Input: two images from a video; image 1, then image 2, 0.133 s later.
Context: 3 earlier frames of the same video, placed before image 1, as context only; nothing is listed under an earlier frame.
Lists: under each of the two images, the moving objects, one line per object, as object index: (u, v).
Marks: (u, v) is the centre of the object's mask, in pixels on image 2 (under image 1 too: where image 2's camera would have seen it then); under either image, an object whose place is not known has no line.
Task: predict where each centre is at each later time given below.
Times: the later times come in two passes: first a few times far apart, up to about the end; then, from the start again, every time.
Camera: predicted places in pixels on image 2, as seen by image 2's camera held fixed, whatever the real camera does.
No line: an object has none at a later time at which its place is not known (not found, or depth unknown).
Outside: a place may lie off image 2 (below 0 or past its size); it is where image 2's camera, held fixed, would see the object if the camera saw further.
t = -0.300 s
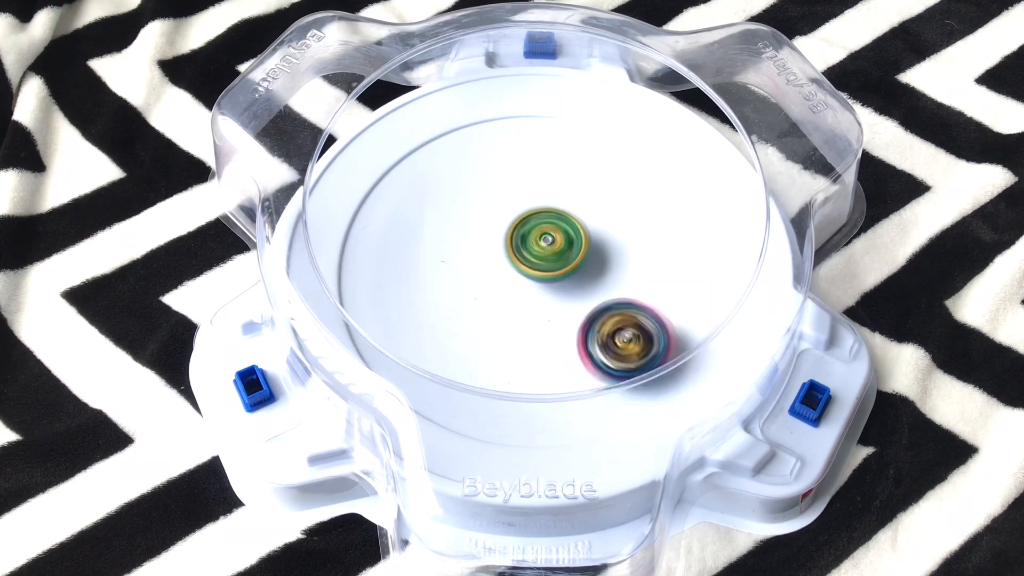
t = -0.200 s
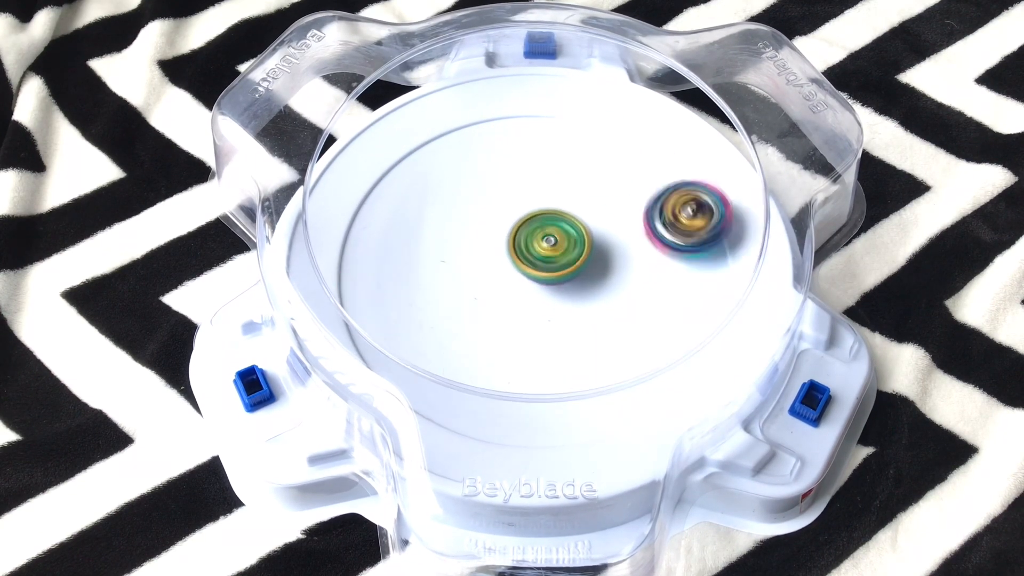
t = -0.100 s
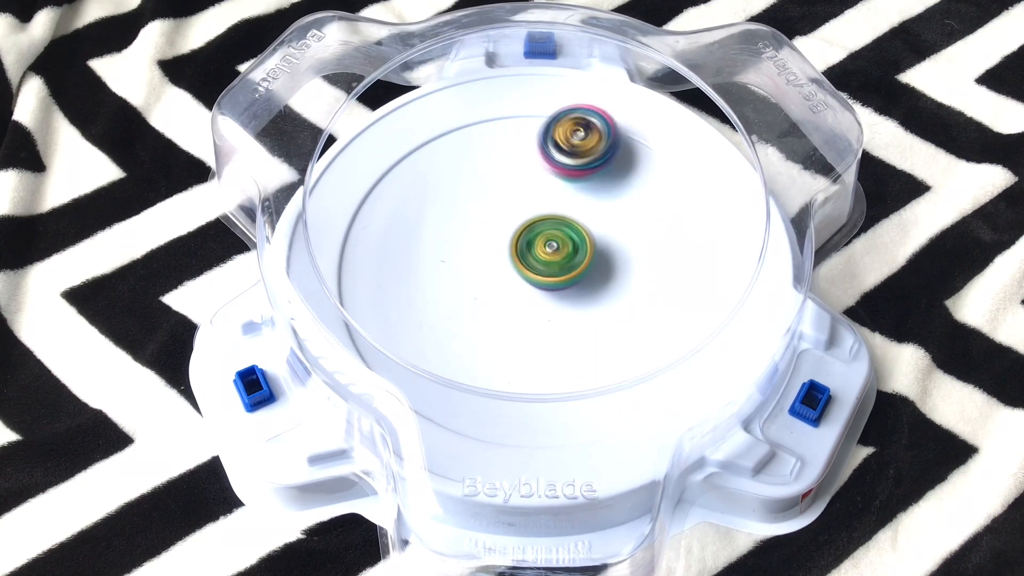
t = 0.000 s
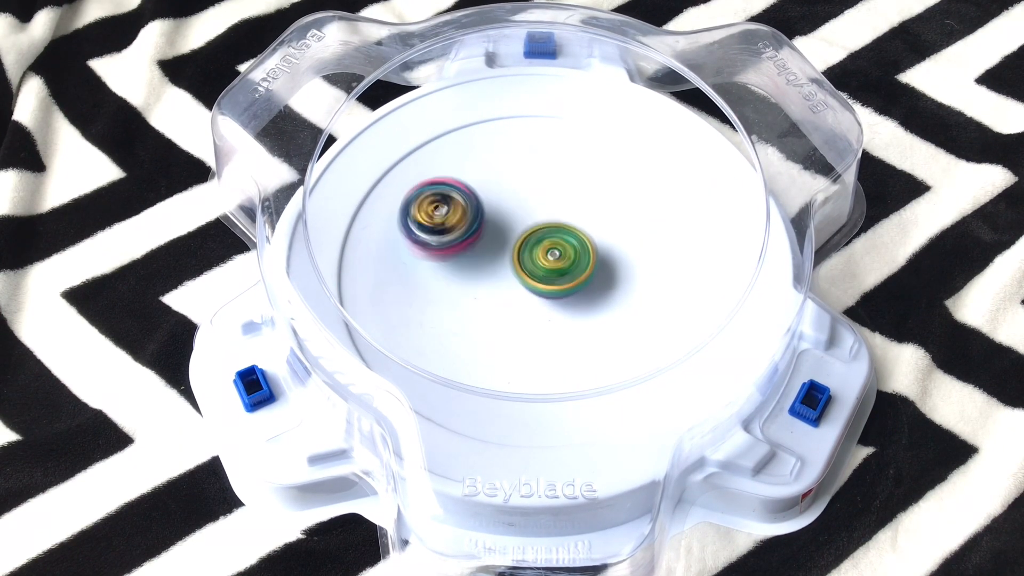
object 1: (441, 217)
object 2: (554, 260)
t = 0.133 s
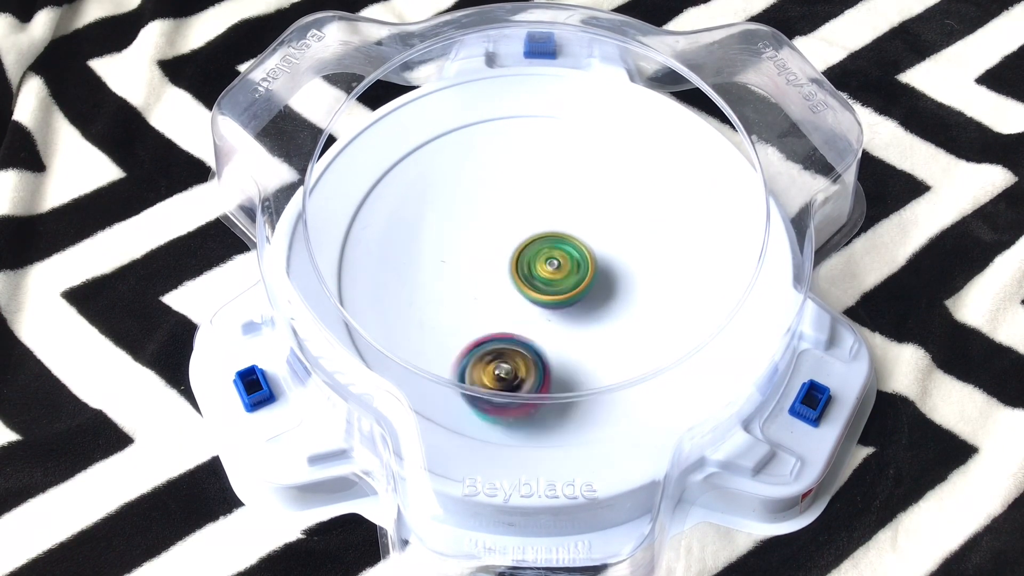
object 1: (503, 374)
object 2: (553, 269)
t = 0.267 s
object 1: (657, 291)
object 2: (547, 275)
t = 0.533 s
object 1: (400, 259)
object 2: (522, 277)
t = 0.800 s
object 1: (627, 219)
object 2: (532, 255)
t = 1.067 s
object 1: (471, 314)
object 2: (550, 243)
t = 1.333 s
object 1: (608, 191)
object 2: (523, 256)
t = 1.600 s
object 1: (514, 239)
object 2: (434, 349)
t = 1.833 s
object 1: (651, 274)
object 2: (502, 266)
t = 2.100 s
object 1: (537, 305)
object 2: (558, 197)
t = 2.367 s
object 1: (457, 285)
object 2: (617, 256)
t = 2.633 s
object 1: (503, 221)
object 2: (553, 307)
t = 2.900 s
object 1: (576, 250)
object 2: (470, 292)
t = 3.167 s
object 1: (567, 274)
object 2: (465, 249)
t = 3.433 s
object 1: (582, 266)
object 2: (504, 231)
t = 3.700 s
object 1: (638, 293)
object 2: (539, 235)
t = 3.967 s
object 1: (605, 299)
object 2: (540, 260)
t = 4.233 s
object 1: (579, 316)
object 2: (509, 247)
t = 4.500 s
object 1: (594, 300)
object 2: (514, 230)
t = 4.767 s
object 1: (591, 300)
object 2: (533, 244)
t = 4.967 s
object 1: (586, 303)
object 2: (532, 253)
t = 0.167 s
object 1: (556, 381)
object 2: (552, 271)
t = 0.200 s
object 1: (606, 366)
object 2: (551, 273)
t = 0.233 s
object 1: (643, 334)
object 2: (549, 274)
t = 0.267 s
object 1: (657, 291)
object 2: (547, 275)
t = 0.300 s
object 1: (647, 248)
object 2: (545, 276)
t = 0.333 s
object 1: (618, 212)
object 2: (541, 276)
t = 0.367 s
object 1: (576, 185)
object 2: (539, 277)
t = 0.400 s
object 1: (529, 172)
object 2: (534, 277)
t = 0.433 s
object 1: (482, 174)
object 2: (531, 277)
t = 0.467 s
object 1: (440, 190)
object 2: (528, 277)
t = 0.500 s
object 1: (410, 220)
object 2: (525, 277)
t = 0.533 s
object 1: (400, 259)
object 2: (522, 277)
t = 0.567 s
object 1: (416, 300)
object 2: (519, 277)
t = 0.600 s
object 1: (452, 332)
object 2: (521, 276)
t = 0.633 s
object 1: (499, 349)
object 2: (524, 272)
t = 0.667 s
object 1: (550, 348)
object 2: (526, 268)
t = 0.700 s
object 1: (596, 326)
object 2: (526, 264)
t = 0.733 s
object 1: (626, 294)
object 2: (528, 261)
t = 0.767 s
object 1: (636, 255)
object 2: (529, 257)
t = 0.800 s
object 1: (627, 219)
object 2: (532, 255)
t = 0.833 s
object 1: (604, 187)
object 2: (535, 252)
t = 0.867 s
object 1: (569, 166)
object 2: (540, 251)
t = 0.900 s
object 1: (529, 161)
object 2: (542, 249)
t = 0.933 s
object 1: (488, 175)
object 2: (546, 248)
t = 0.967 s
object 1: (457, 203)
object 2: (548, 246)
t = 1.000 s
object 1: (442, 240)
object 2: (549, 245)
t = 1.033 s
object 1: (446, 280)
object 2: (550, 244)
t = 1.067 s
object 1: (471, 314)
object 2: (550, 243)
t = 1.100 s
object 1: (511, 336)
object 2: (550, 244)
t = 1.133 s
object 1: (554, 342)
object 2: (549, 244)
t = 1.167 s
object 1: (598, 335)
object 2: (548, 246)
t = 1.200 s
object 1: (630, 311)
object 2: (548, 248)
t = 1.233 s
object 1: (647, 279)
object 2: (548, 251)
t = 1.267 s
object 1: (642, 244)
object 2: (548, 254)
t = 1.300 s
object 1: (631, 215)
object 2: (533, 255)
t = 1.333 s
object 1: (608, 191)
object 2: (523, 256)
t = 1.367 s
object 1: (572, 179)
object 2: (514, 257)
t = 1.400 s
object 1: (533, 182)
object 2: (505, 257)
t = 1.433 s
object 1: (528, 156)
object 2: (459, 303)
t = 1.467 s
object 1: (516, 147)
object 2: (438, 330)
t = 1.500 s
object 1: (502, 154)
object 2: (433, 341)
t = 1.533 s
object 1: (492, 176)
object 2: (429, 351)
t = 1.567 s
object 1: (497, 208)
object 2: (431, 352)
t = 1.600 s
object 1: (514, 239)
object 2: (434, 349)
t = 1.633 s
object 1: (537, 264)
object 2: (440, 342)
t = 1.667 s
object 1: (565, 283)
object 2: (446, 335)
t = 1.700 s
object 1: (592, 295)
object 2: (455, 324)
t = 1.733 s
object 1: (619, 301)
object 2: (465, 310)
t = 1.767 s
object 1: (639, 300)
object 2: (476, 295)
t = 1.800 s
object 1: (653, 290)
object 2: (488, 280)
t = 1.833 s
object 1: (651, 274)
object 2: (502, 266)
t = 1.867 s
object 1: (630, 263)
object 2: (516, 252)
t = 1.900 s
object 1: (611, 258)
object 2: (521, 235)
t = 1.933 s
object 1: (603, 262)
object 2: (516, 220)
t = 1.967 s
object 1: (589, 269)
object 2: (522, 210)
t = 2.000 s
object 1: (575, 277)
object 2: (530, 203)
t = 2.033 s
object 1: (561, 285)
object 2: (539, 198)
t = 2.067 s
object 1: (547, 297)
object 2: (548, 196)
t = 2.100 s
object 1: (537, 305)
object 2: (558, 197)
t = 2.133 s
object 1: (529, 311)
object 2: (567, 201)
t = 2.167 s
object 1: (524, 311)
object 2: (575, 206)
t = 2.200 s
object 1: (518, 311)
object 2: (580, 214)
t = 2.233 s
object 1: (517, 307)
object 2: (584, 224)
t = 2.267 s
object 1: (514, 298)
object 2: (586, 235)
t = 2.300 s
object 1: (509, 291)
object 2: (587, 246)
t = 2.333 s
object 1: (478, 288)
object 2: (611, 249)
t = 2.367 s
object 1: (457, 285)
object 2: (617, 256)
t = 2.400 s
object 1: (442, 282)
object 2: (619, 264)
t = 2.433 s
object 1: (435, 279)
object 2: (617, 272)
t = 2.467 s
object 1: (436, 272)
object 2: (613, 281)
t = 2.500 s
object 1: (445, 266)
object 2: (604, 288)
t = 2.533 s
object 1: (457, 258)
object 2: (593, 294)
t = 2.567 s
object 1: (475, 248)
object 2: (579, 297)
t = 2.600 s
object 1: (490, 238)
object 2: (565, 298)
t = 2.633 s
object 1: (503, 221)
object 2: (553, 307)
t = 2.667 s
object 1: (515, 199)
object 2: (545, 322)
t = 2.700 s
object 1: (527, 190)
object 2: (535, 324)
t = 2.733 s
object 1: (537, 193)
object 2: (524, 324)
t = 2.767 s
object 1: (543, 200)
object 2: (514, 319)
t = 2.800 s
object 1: (553, 212)
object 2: (506, 312)
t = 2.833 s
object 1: (555, 230)
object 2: (500, 302)
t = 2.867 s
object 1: (562, 245)
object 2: (488, 295)
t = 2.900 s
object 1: (576, 250)
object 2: (470, 292)
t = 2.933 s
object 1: (574, 263)
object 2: (463, 285)
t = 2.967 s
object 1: (572, 267)
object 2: (462, 280)
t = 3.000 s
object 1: (568, 271)
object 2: (462, 276)
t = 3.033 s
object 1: (565, 272)
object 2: (462, 271)
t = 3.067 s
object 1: (562, 274)
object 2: (464, 266)
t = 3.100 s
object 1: (559, 272)
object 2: (467, 262)
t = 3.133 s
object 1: (556, 272)
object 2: (469, 257)
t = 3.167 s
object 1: (567, 274)
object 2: (465, 249)
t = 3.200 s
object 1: (572, 277)
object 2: (467, 244)
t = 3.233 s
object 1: (572, 276)
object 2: (471, 241)
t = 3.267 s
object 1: (571, 271)
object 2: (474, 237)
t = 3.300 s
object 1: (574, 266)
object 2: (479, 235)
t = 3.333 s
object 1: (578, 264)
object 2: (485, 232)
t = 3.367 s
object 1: (581, 263)
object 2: (490, 231)
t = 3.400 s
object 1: (582, 264)
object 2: (497, 231)
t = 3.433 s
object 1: (582, 266)
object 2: (504, 231)
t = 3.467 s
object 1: (583, 271)
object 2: (509, 230)
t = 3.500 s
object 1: (591, 278)
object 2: (513, 227)
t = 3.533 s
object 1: (604, 285)
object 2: (516, 225)
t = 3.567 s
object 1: (615, 290)
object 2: (522, 225)
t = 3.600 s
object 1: (625, 291)
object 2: (526, 227)
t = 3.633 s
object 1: (631, 291)
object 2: (530, 229)
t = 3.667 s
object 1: (636, 291)
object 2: (535, 232)
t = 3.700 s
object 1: (638, 293)
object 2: (539, 235)
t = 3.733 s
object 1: (636, 293)
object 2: (542, 239)
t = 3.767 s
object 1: (634, 293)
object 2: (545, 243)
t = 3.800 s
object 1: (633, 292)
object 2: (547, 247)
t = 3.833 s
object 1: (630, 291)
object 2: (549, 252)
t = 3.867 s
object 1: (627, 291)
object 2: (549, 256)
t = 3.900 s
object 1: (621, 294)
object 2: (546, 257)
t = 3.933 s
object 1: (614, 296)
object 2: (544, 259)
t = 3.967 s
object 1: (605, 299)
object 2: (540, 260)
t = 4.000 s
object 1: (596, 303)
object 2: (535, 260)
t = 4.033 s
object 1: (588, 308)
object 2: (531, 260)
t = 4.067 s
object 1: (582, 313)
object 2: (526, 259)
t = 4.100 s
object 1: (578, 316)
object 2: (521, 257)
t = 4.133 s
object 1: (576, 318)
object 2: (517, 254)
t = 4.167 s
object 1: (576, 318)
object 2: (514, 252)
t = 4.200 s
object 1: (577, 318)
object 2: (512, 249)
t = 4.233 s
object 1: (579, 316)
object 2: (509, 247)
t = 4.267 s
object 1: (580, 313)
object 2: (508, 244)
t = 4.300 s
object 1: (581, 309)
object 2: (507, 241)
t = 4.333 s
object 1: (583, 306)
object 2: (507, 238)
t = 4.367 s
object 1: (586, 303)
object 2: (507, 236)
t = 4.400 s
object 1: (589, 301)
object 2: (507, 233)
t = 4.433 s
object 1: (593, 300)
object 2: (510, 232)
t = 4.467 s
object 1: (595, 300)
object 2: (511, 231)
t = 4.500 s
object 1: (594, 300)
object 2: (514, 230)
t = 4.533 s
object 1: (591, 300)
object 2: (516, 230)
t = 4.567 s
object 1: (588, 300)
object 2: (519, 231)
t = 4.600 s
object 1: (587, 301)
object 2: (522, 232)
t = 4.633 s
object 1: (586, 301)
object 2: (524, 233)
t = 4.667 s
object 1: (587, 301)
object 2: (527, 235)
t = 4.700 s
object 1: (588, 302)
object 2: (529, 238)
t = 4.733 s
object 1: (589, 301)
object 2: (531, 241)
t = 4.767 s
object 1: (591, 300)
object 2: (533, 244)
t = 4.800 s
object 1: (592, 300)
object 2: (534, 247)
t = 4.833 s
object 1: (591, 301)
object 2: (535, 250)
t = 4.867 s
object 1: (590, 302)
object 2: (535, 251)
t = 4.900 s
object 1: (588, 303)
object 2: (535, 252)
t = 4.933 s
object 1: (587, 303)
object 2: (535, 253)
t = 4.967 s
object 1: (586, 303)
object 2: (532, 253)
